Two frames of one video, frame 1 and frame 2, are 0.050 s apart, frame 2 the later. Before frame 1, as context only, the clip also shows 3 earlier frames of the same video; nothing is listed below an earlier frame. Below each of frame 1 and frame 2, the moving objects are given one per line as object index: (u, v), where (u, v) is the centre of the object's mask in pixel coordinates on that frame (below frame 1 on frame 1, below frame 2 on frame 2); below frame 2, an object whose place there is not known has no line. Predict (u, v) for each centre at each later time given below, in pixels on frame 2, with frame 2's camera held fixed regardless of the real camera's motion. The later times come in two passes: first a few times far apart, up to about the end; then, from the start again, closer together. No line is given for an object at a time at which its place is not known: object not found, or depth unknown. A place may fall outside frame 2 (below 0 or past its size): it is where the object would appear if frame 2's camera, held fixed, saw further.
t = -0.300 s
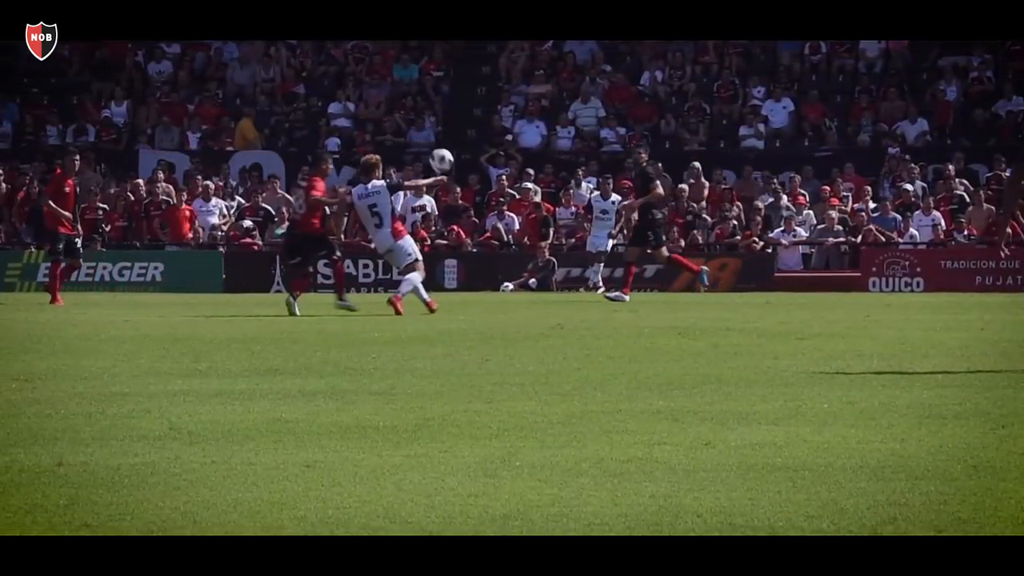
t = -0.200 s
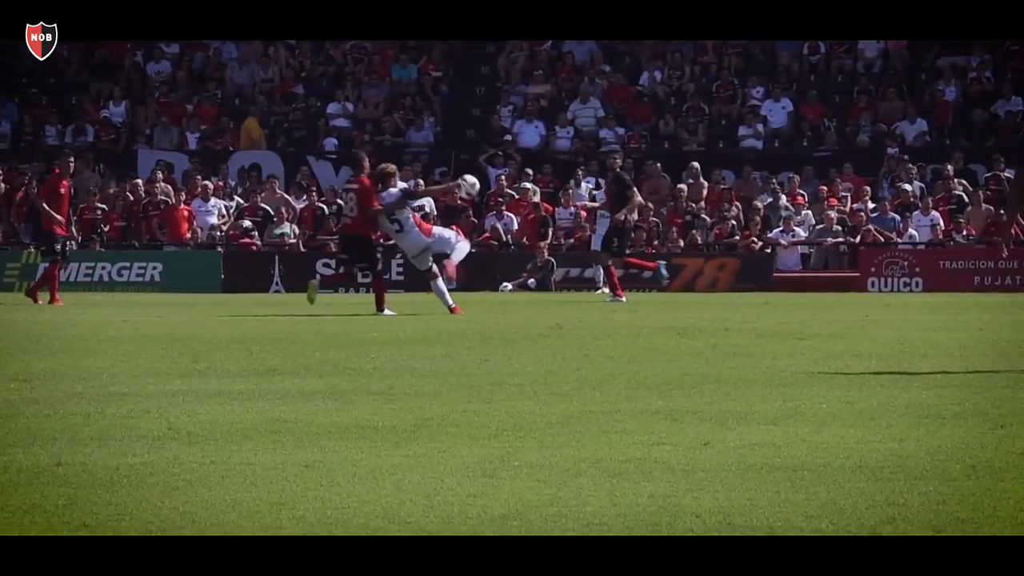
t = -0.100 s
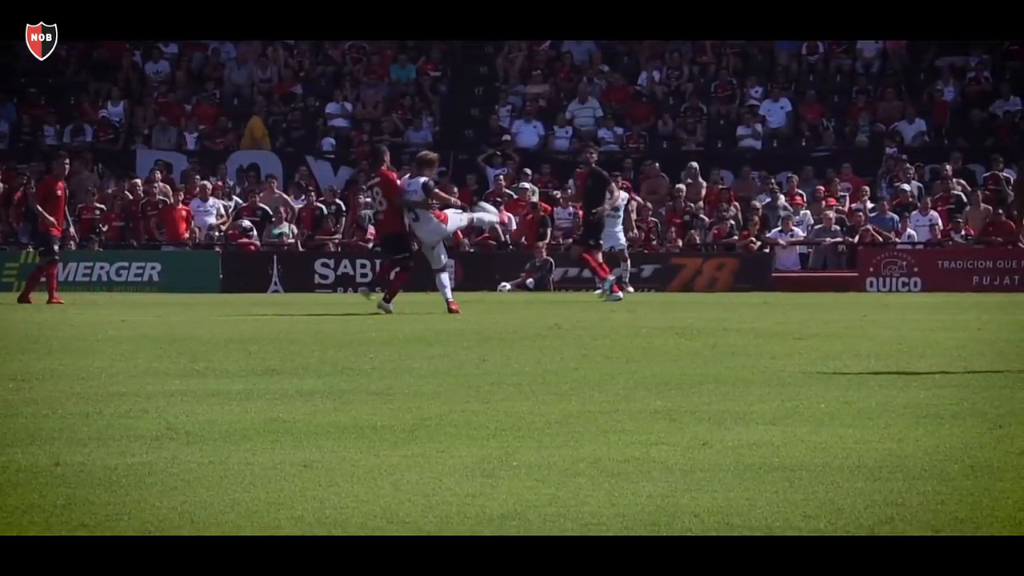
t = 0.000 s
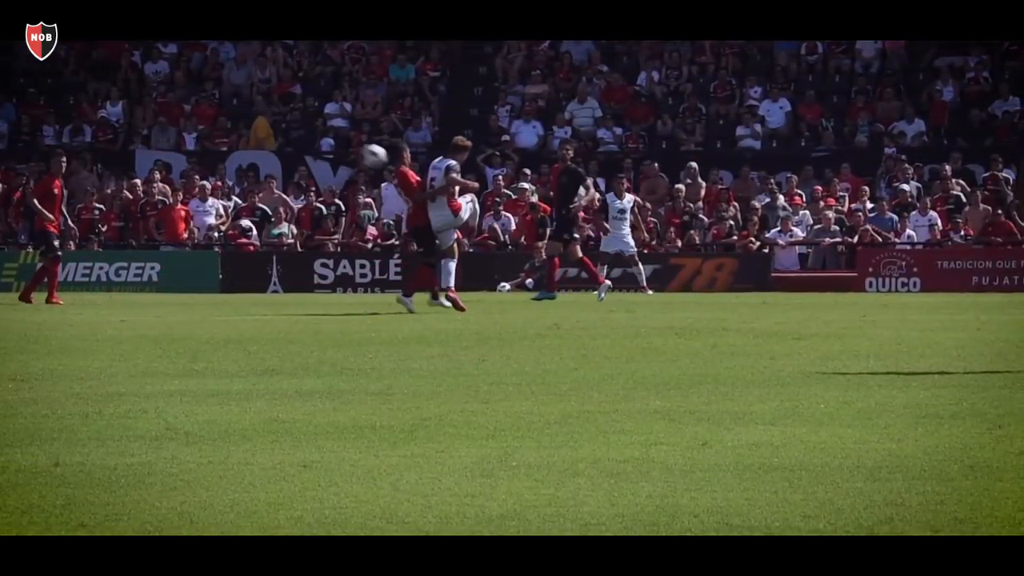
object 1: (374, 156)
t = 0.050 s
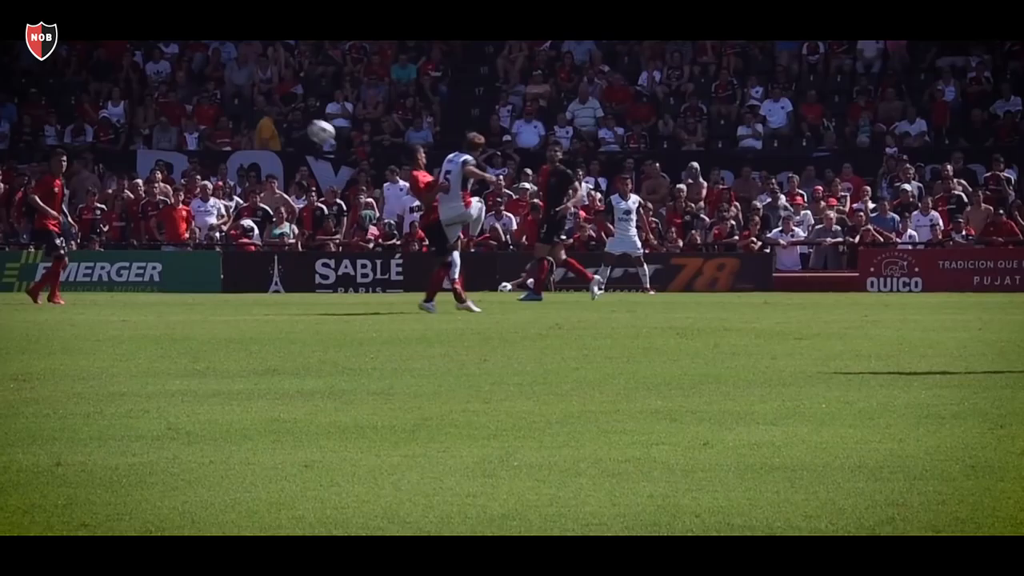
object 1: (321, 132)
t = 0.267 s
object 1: (97, 65)
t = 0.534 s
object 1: (-162, 60)
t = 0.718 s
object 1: (-333, 103)
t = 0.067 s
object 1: (302, 124)
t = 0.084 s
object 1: (285, 117)
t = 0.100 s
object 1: (268, 110)
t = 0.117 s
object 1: (250, 105)
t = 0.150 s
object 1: (216, 93)
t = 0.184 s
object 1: (182, 84)
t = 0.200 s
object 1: (164, 79)
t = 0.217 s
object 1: (147, 76)
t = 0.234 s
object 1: (130, 72)
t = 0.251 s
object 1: (114, 68)
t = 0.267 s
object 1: (97, 65)
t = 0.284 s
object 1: (80, 63)
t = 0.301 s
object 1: (64, 61)
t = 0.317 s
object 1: (48, 59)
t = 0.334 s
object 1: (31, 57)
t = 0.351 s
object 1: (15, 55)
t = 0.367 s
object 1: (-2, 54)
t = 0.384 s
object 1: (-18, 53)
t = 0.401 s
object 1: (-35, 53)
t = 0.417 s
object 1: (-51, 53)
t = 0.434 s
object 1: (-67, 53)
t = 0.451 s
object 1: (-83, 53)
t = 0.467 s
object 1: (-99, 53)
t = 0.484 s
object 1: (-115, 55)
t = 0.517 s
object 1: (-147, 58)
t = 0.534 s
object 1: (-162, 60)
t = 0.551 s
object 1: (-178, 62)
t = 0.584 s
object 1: (-209, 68)
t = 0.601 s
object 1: (-225, 71)
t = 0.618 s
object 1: (-240, 75)
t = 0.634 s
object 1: (-256, 79)
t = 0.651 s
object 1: (-271, 83)
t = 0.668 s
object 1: (-286, 88)
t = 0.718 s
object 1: (-333, 103)
